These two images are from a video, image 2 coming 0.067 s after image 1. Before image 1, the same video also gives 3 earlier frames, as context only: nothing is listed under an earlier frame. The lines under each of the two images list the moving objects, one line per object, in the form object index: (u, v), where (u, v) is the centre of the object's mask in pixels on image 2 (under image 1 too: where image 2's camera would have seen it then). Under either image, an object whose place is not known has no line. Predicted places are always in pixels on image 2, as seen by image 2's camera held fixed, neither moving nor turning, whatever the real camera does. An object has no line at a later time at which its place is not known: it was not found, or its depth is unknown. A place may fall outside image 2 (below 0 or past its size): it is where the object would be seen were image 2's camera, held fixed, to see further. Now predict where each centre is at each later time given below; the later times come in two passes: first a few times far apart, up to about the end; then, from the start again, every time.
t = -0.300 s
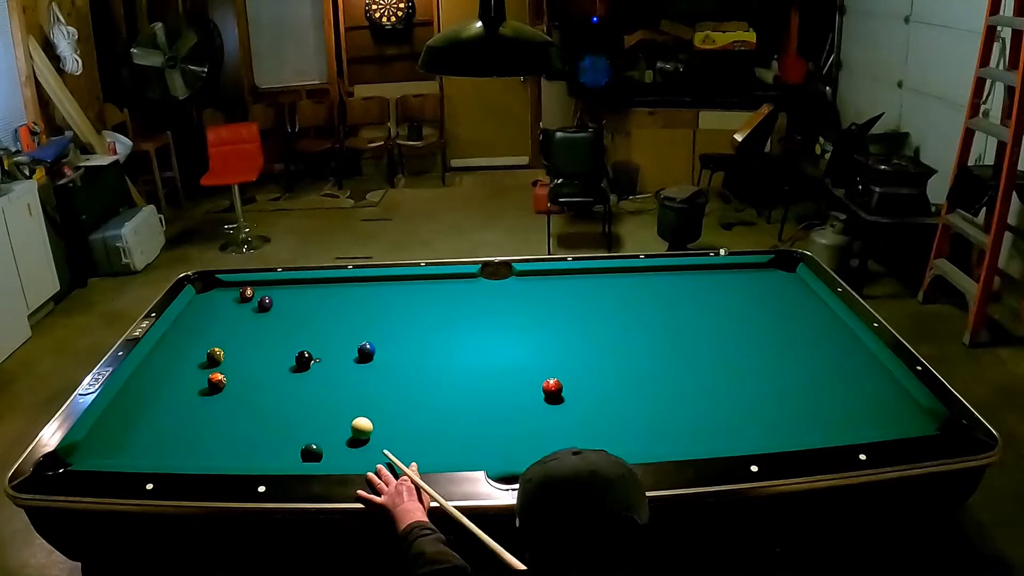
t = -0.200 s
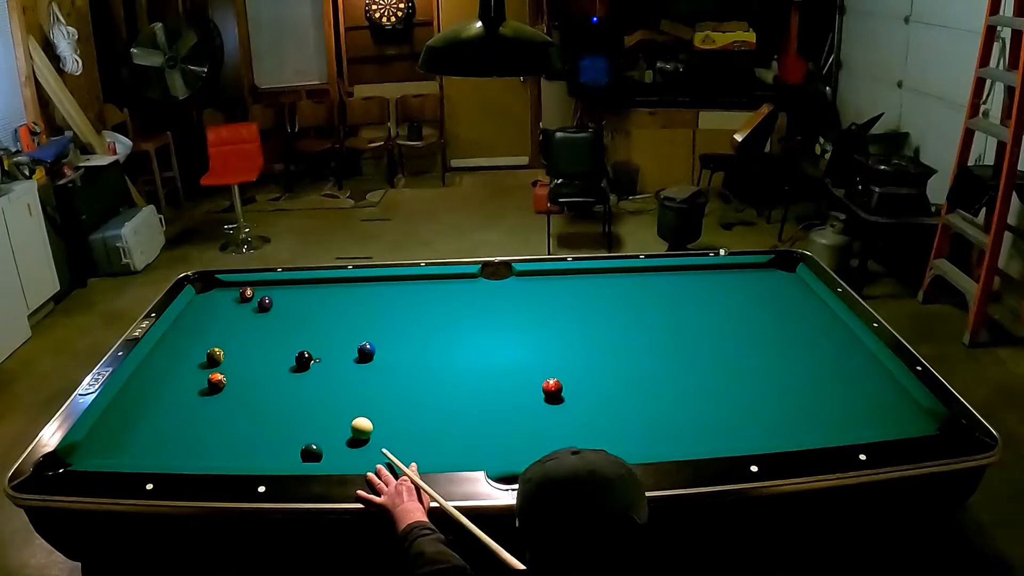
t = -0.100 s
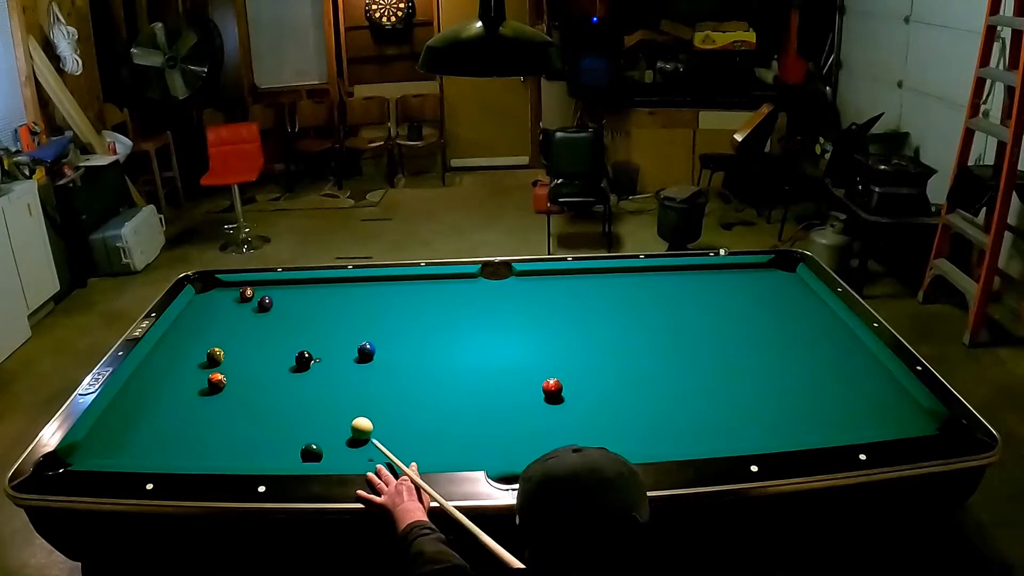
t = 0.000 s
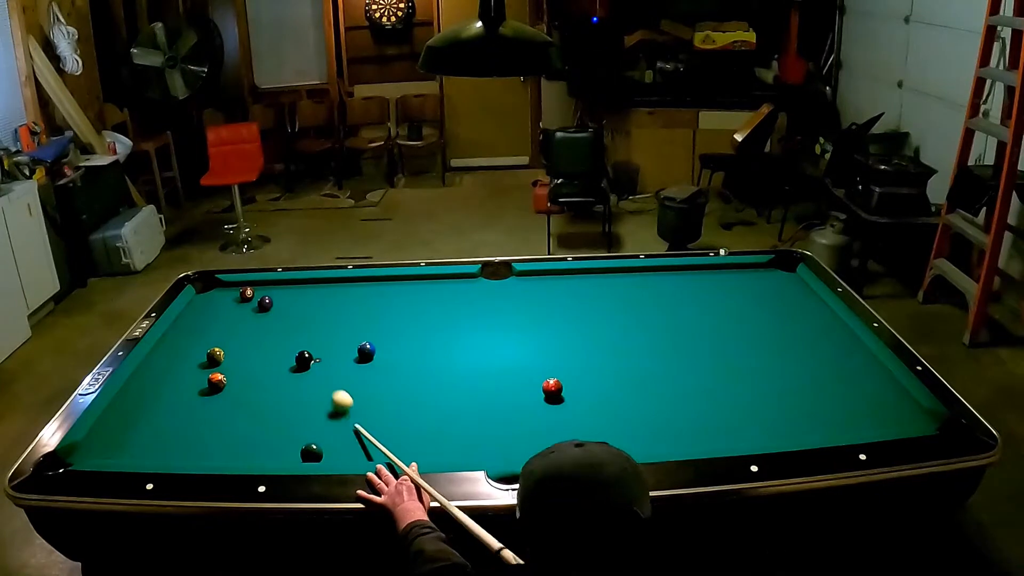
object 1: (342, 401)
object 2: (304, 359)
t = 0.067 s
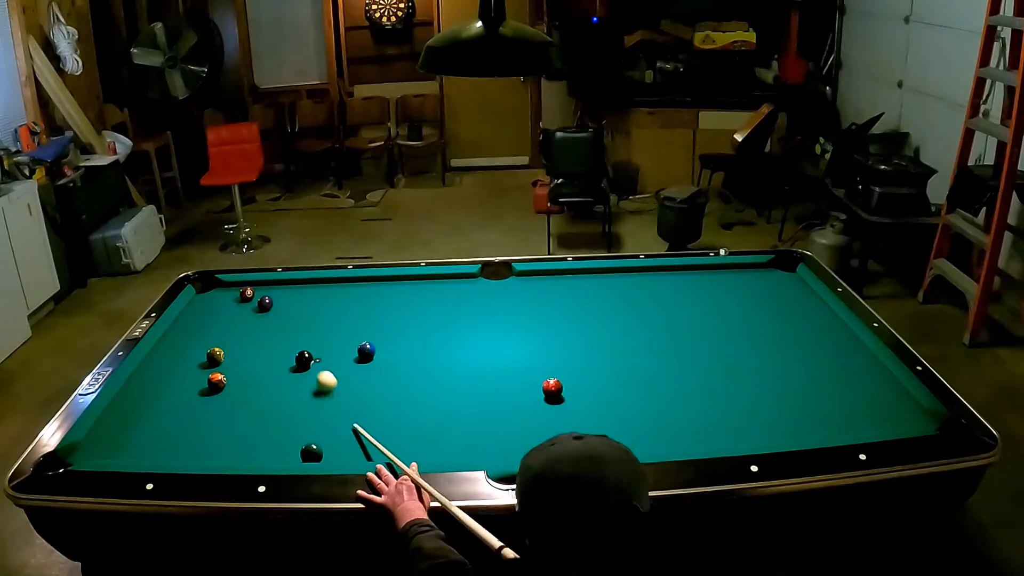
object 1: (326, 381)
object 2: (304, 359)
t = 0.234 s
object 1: (321, 361)
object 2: (281, 343)
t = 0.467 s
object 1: (334, 352)
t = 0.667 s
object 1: (345, 346)
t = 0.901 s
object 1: (356, 339)
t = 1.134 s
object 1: (366, 333)
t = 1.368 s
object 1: (375, 328)
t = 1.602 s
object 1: (382, 324)
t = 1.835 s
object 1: (388, 320)
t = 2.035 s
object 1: (393, 318)
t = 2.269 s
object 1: (397, 316)
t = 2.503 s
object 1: (401, 314)
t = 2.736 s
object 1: (403, 313)
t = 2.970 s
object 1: (403, 313)
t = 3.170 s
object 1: (403, 313)
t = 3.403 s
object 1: (403, 313)
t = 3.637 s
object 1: (402, 314)
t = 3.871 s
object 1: (402, 314)
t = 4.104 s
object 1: (402, 314)
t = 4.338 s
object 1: (402, 314)
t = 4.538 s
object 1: (402, 314)
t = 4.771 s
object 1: (402, 314)
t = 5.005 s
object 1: (402, 314)
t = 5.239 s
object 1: (402, 314)
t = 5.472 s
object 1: (402, 314)
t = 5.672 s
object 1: (402, 314)
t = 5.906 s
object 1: (402, 314)
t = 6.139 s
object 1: (402, 314)
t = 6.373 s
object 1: (402, 314)
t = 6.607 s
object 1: (402, 314)
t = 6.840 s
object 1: (402, 314)
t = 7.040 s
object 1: (402, 314)
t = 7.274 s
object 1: (402, 314)
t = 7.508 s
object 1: (402, 314)
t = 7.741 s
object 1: (402, 314)
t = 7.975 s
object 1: (402, 314)
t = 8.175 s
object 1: (402, 314)
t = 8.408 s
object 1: (402, 314)
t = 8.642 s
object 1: (402, 314)
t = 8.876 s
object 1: (402, 314)
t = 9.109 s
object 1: (402, 314)
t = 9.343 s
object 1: (402, 314)
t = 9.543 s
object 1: (402, 314)
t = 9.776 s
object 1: (402, 314)
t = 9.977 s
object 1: (402, 314)
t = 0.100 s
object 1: (320, 373)
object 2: (304, 359)
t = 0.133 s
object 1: (314, 366)
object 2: (301, 358)
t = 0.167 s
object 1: (317, 364)
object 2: (294, 353)
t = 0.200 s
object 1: (319, 363)
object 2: (287, 348)
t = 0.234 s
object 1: (321, 361)
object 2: (281, 343)
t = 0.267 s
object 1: (323, 360)
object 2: (275, 339)
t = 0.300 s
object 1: (325, 359)
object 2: (270, 334)
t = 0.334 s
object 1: (327, 357)
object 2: (264, 332)
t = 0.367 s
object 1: (329, 356)
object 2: (260, 328)
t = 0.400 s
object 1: (331, 355)
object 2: (256, 325)
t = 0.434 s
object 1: (333, 354)
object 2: (251, 321)
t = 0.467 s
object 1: (334, 352)
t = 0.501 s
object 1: (336, 351)
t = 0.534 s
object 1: (338, 350)
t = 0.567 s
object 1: (340, 349)
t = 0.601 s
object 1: (342, 348)
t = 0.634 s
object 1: (343, 347)
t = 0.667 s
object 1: (345, 346)
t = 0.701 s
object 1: (346, 345)
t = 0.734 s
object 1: (348, 344)
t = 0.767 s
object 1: (350, 343)
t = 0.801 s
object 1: (351, 342)
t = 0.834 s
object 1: (353, 341)
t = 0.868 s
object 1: (354, 340)
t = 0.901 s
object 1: (356, 339)
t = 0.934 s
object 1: (357, 338)
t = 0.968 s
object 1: (359, 337)
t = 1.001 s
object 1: (360, 336)
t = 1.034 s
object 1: (362, 335)
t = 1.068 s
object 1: (363, 334)
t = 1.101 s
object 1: (364, 333)
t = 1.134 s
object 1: (366, 333)
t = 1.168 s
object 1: (367, 332)
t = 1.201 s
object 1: (369, 331)
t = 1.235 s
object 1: (370, 331)
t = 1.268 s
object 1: (371, 330)
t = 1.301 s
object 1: (372, 329)
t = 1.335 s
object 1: (373, 328)
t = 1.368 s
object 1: (375, 328)
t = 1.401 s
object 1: (376, 327)
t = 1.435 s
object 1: (377, 327)
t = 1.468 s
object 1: (378, 326)
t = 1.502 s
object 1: (379, 325)
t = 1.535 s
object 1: (380, 325)
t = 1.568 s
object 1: (381, 324)
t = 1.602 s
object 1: (382, 324)
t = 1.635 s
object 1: (383, 323)
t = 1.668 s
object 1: (384, 323)
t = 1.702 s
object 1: (385, 322)
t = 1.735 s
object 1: (386, 322)
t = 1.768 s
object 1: (387, 321)
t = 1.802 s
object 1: (388, 321)
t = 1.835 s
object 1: (388, 320)
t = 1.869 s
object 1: (389, 320)
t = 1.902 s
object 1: (390, 319)
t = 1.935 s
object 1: (391, 319)
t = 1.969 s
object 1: (391, 319)
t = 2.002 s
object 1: (392, 318)
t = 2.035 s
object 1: (393, 318)
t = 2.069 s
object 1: (394, 317)
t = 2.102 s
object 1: (394, 317)
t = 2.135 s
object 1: (395, 317)
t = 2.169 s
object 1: (396, 316)
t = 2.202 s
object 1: (396, 316)
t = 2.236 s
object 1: (397, 316)
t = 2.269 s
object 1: (397, 316)
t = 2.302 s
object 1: (398, 315)
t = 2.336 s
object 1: (398, 315)
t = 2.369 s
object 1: (399, 315)
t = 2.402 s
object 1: (399, 315)
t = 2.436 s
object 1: (400, 315)
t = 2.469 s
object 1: (400, 314)
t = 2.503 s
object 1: (401, 314)
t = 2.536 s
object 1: (401, 314)
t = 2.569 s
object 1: (402, 314)
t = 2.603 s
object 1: (402, 314)
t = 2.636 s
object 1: (402, 313)
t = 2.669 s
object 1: (402, 313)
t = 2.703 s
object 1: (403, 313)
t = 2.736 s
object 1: (403, 313)
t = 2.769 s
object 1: (403, 313)
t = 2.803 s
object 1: (403, 313)
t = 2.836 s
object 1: (403, 313)
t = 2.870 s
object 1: (403, 313)
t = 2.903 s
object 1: (403, 313)
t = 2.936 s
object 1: (403, 313)
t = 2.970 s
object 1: (403, 313)
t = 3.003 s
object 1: (403, 313)
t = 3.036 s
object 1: (403, 313)
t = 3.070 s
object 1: (403, 313)
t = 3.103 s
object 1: (403, 313)
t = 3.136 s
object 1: (403, 313)
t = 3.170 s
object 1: (403, 313)
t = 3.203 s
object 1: (403, 313)
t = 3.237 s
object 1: (403, 313)
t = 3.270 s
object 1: (403, 313)
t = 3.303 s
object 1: (403, 313)
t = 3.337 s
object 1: (403, 313)
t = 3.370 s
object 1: (403, 313)
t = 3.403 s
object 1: (403, 313)
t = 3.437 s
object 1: (403, 313)
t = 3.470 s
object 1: (403, 313)
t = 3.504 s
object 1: (403, 313)
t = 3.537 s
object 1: (403, 313)
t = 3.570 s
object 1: (403, 313)
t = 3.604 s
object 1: (403, 313)
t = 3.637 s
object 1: (402, 314)
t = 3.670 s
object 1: (403, 314)
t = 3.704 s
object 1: (402, 313)
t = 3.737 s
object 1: (402, 314)
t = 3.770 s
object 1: (402, 314)
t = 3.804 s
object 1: (402, 314)
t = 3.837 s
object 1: (402, 314)
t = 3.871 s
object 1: (402, 314)
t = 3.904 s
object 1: (402, 314)
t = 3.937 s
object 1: (402, 314)
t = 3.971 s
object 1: (402, 314)
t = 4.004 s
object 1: (402, 314)
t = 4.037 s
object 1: (402, 314)
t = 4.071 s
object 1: (402, 314)
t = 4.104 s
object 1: (402, 314)
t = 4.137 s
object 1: (402, 314)
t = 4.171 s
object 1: (402, 314)
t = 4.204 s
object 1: (402, 314)
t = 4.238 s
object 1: (402, 314)
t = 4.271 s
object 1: (402, 314)
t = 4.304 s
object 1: (402, 314)
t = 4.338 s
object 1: (402, 314)
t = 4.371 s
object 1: (402, 314)
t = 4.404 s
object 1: (402, 314)
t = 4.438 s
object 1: (402, 314)
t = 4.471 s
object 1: (402, 314)
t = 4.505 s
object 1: (402, 314)
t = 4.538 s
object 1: (402, 314)
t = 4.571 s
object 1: (402, 314)
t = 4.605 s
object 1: (402, 314)
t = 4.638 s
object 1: (402, 314)
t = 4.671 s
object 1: (402, 314)
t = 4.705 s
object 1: (402, 314)
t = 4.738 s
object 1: (402, 314)
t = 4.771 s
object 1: (402, 314)
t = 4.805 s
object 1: (402, 314)
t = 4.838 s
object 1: (402, 314)
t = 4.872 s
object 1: (402, 314)
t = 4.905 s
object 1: (402, 314)
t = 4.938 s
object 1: (402, 314)
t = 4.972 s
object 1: (402, 314)
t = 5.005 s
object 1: (402, 314)
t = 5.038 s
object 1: (402, 314)
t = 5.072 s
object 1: (402, 314)
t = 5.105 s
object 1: (402, 314)
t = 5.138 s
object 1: (402, 314)
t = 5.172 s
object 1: (402, 314)
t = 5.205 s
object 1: (402, 314)
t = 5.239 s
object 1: (402, 314)
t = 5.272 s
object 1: (402, 314)
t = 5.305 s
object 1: (402, 314)
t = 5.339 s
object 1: (402, 314)
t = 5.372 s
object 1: (402, 314)
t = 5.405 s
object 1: (402, 314)
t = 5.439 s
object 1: (402, 314)
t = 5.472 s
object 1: (402, 314)
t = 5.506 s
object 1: (402, 314)
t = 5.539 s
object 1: (402, 314)
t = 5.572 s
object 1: (402, 314)
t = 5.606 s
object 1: (402, 314)
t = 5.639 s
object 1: (402, 314)
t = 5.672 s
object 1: (402, 314)
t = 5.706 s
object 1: (402, 314)
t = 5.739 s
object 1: (402, 314)
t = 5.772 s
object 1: (402, 314)
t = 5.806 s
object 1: (402, 314)
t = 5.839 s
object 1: (402, 314)
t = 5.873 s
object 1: (402, 314)
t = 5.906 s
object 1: (402, 314)
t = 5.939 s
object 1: (402, 314)
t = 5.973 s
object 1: (402, 314)
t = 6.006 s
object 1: (402, 314)
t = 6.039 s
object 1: (402, 314)
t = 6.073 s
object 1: (402, 314)
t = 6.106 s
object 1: (402, 314)
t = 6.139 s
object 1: (402, 314)
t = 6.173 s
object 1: (402, 314)
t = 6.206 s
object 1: (402, 314)
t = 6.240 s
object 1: (402, 314)
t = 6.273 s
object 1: (402, 314)
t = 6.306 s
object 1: (402, 314)
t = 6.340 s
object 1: (402, 314)
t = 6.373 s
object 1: (402, 314)
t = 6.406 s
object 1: (402, 314)
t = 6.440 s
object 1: (402, 314)
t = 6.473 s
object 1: (402, 314)
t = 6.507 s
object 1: (402, 314)
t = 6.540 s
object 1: (402, 314)
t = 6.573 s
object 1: (402, 314)
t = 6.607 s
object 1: (402, 314)
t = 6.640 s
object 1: (402, 314)
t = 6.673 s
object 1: (402, 314)
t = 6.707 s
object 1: (402, 314)
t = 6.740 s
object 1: (402, 314)
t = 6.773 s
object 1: (402, 314)
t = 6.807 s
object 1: (402, 314)
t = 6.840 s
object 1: (402, 314)
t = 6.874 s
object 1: (402, 314)
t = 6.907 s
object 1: (402, 314)
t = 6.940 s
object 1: (402, 314)
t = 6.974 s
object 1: (402, 314)
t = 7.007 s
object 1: (402, 314)
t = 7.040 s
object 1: (402, 314)
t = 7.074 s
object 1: (402, 314)
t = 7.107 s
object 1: (402, 314)
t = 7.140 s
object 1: (402, 314)
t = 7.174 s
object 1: (402, 314)
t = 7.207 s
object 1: (402, 314)
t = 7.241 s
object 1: (402, 314)
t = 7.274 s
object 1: (402, 314)
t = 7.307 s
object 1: (402, 314)
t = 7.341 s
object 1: (402, 314)
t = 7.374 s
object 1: (402, 314)
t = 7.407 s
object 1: (402, 314)
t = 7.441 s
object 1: (402, 314)
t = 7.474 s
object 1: (402, 314)
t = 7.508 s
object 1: (402, 314)
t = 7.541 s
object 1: (402, 314)
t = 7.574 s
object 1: (402, 314)
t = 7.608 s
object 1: (402, 314)
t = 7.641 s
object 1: (402, 314)
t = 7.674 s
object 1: (402, 314)
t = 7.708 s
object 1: (402, 314)
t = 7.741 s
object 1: (402, 314)
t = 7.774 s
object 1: (402, 314)
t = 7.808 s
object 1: (402, 314)
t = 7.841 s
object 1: (402, 314)
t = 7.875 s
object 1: (402, 314)
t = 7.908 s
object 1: (402, 314)
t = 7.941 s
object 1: (402, 314)
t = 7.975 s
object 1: (402, 314)
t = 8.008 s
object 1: (402, 314)
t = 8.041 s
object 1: (402, 314)
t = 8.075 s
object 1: (402, 314)
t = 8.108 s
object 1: (402, 314)
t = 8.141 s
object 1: (402, 314)
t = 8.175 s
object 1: (402, 314)
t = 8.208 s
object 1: (402, 314)
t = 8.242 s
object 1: (402, 314)
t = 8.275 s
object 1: (402, 314)
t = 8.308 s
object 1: (402, 314)
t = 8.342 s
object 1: (402, 314)
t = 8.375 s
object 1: (402, 314)
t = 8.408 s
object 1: (402, 314)
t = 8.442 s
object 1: (402, 314)
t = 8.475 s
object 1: (402, 314)
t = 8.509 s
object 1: (402, 314)
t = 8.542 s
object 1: (402, 314)
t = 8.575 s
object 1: (402, 314)
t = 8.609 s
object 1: (402, 314)
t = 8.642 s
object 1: (402, 314)
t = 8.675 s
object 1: (402, 314)
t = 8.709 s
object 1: (402, 314)
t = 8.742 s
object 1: (402, 314)
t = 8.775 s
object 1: (402, 314)
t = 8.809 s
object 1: (402, 314)
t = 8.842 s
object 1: (402, 314)
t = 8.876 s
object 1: (402, 314)
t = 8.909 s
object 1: (402, 314)
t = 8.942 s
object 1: (402, 314)
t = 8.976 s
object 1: (402, 314)
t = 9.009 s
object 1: (402, 314)
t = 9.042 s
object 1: (402, 314)
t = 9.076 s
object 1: (402, 314)
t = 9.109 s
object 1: (402, 314)
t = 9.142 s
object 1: (402, 314)
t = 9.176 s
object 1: (402, 314)
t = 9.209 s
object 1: (402, 314)
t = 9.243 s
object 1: (402, 314)
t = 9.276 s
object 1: (402, 314)
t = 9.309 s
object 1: (402, 314)
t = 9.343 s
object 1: (402, 314)
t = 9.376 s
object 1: (402, 314)
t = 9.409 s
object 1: (402, 314)
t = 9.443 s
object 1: (402, 314)
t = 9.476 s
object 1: (402, 314)
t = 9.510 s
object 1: (402, 314)
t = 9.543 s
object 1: (402, 314)
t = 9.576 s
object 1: (402, 314)
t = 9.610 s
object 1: (402, 314)
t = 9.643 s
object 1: (402, 314)
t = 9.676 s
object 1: (402, 314)
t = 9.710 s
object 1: (402, 314)
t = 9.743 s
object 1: (402, 314)
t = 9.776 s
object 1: (402, 314)
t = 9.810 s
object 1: (402, 314)
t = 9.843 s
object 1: (402, 314)
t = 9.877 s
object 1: (402, 314)
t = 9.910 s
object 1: (402, 314)
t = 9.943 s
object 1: (402, 314)
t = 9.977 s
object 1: (402, 314)
